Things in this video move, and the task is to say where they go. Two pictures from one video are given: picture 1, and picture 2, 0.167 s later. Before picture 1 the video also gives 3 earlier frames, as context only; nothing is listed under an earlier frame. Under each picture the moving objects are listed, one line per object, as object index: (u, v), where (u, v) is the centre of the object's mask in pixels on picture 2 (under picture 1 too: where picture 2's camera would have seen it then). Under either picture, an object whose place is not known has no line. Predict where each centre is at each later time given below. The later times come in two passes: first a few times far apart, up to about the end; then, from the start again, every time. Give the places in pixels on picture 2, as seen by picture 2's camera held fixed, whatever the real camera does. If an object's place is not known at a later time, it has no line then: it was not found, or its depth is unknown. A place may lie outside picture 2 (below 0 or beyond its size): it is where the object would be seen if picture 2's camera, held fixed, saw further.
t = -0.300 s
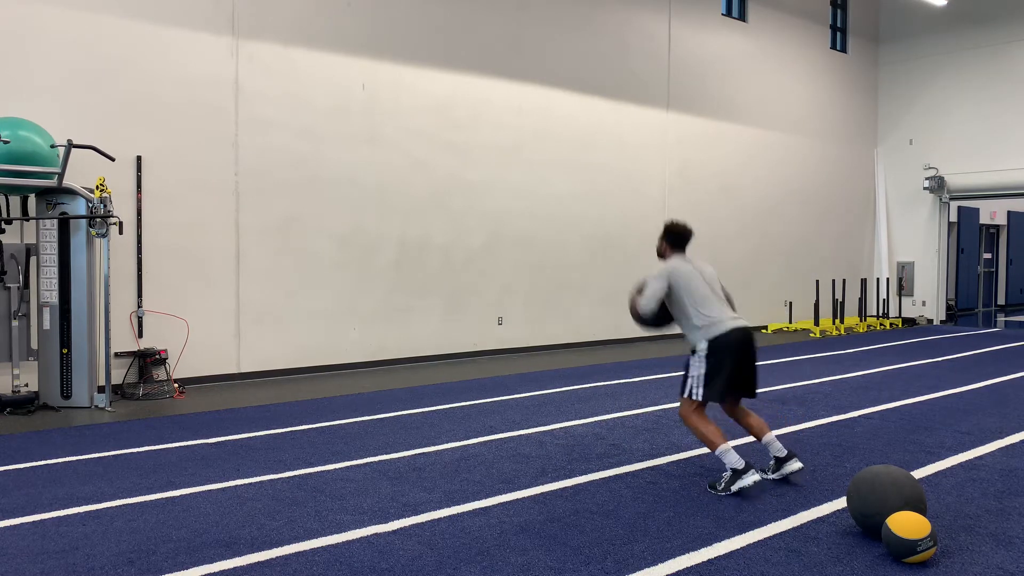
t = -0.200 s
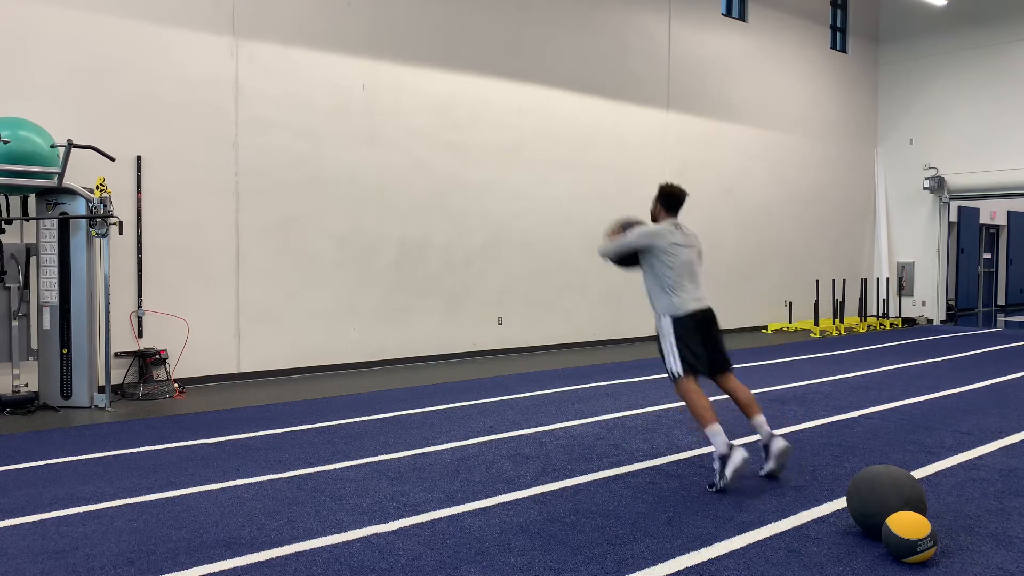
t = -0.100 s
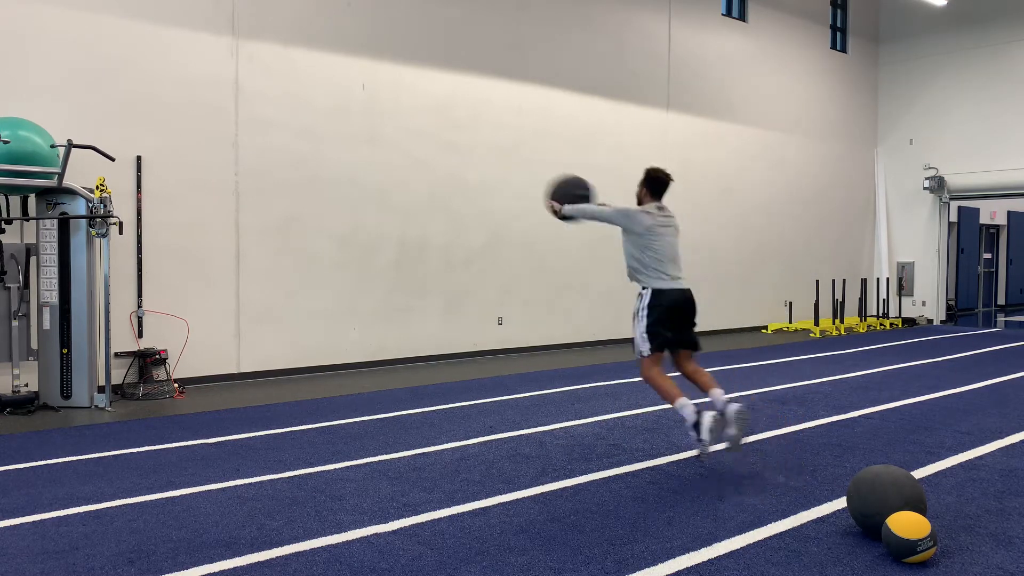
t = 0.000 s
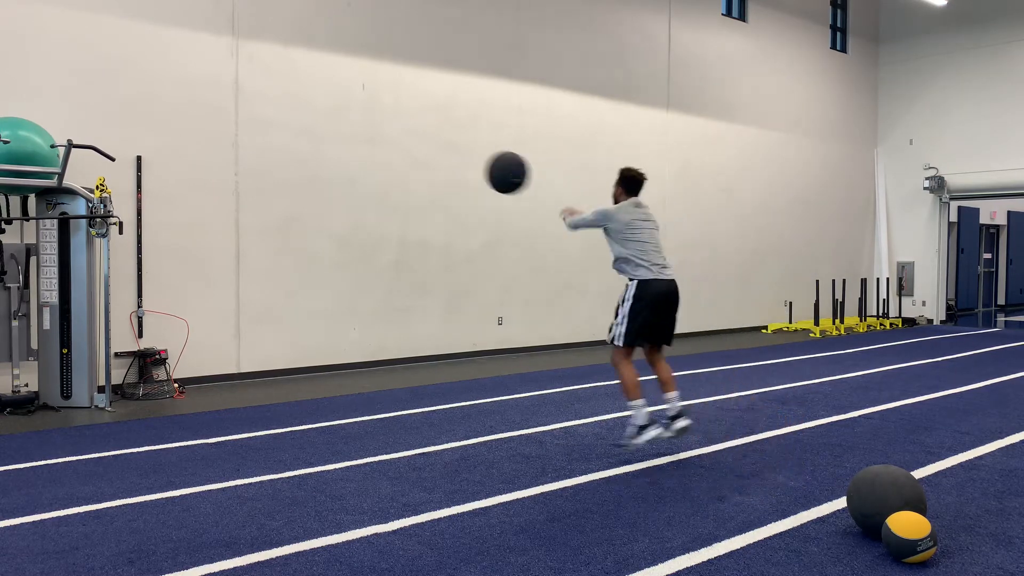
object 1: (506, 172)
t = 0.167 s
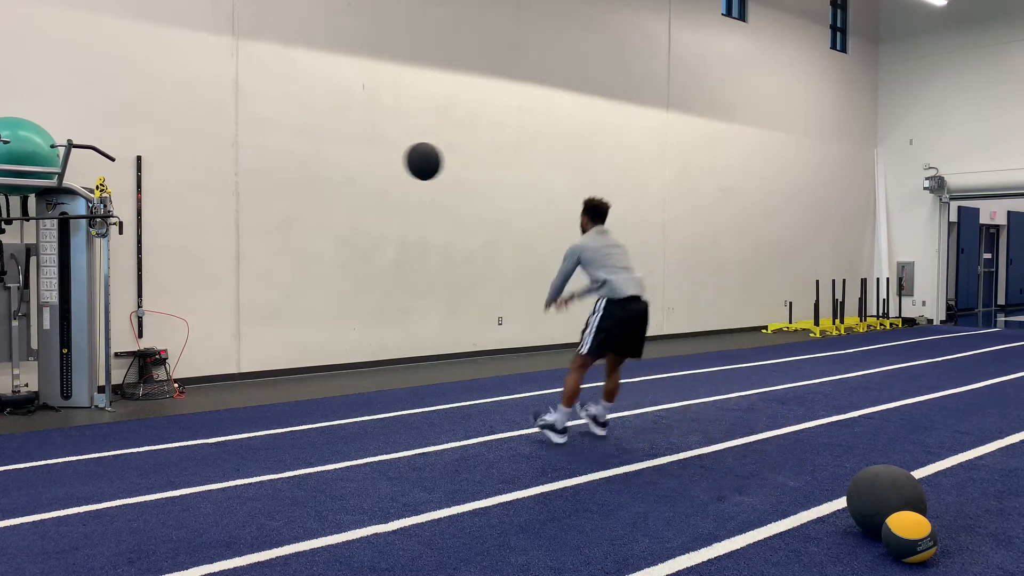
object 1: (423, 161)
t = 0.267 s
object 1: (382, 168)
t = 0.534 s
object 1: (353, 205)
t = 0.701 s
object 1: (381, 250)
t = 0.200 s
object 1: (409, 162)
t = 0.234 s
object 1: (395, 164)
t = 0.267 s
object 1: (382, 168)
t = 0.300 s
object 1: (370, 172)
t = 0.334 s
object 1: (359, 176)
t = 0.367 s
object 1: (347, 182)
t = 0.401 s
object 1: (337, 189)
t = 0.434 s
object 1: (338, 192)
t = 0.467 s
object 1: (343, 195)
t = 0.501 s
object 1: (348, 200)
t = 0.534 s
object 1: (353, 205)
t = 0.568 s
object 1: (359, 212)
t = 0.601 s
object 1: (364, 220)
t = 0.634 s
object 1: (370, 229)
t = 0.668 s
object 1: (376, 239)
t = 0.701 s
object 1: (381, 250)
